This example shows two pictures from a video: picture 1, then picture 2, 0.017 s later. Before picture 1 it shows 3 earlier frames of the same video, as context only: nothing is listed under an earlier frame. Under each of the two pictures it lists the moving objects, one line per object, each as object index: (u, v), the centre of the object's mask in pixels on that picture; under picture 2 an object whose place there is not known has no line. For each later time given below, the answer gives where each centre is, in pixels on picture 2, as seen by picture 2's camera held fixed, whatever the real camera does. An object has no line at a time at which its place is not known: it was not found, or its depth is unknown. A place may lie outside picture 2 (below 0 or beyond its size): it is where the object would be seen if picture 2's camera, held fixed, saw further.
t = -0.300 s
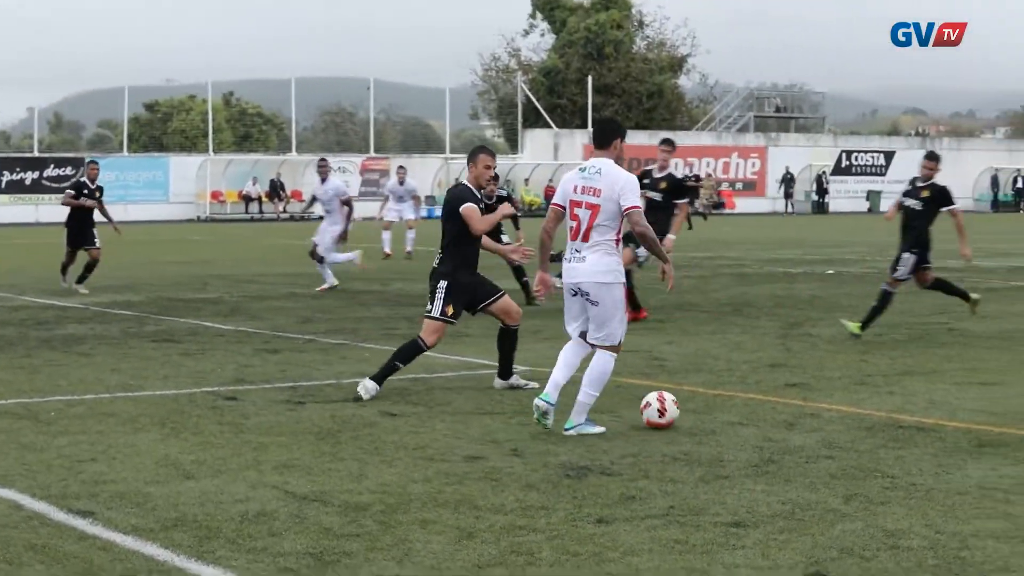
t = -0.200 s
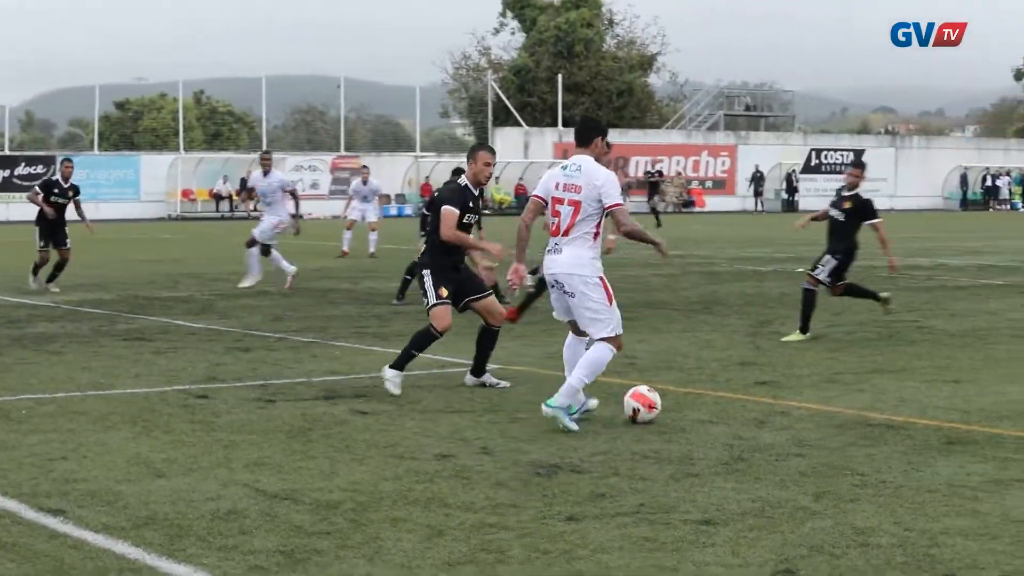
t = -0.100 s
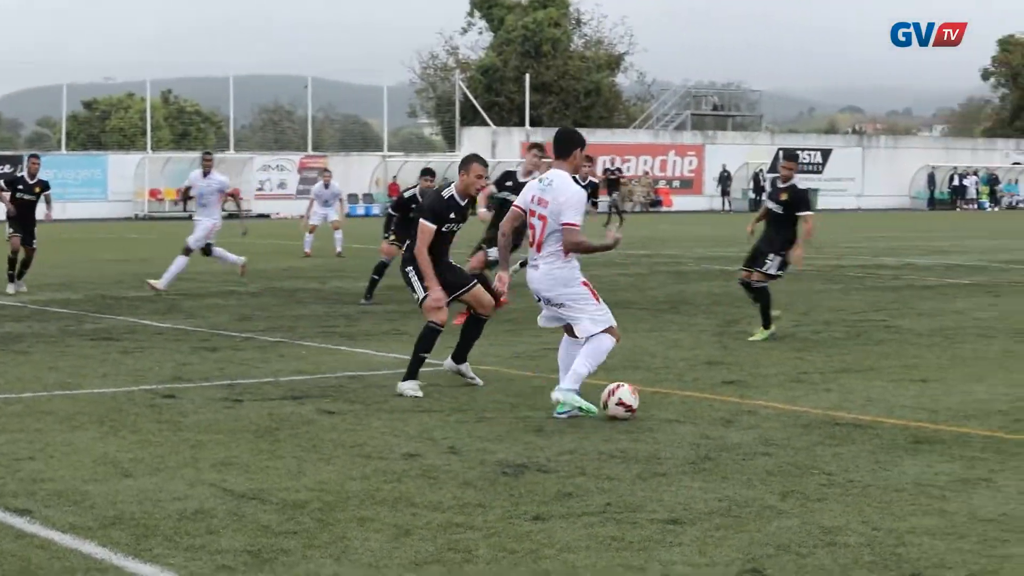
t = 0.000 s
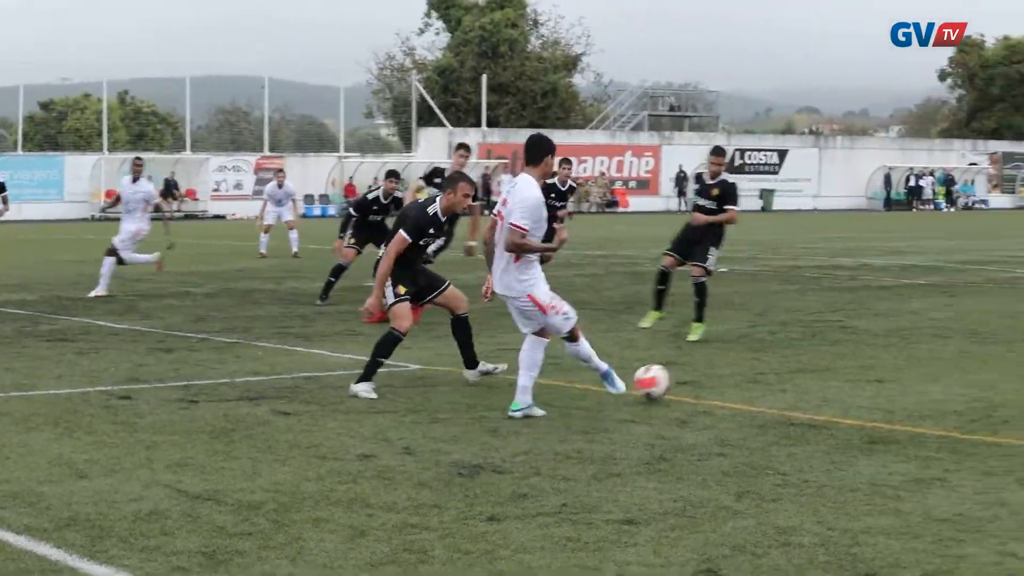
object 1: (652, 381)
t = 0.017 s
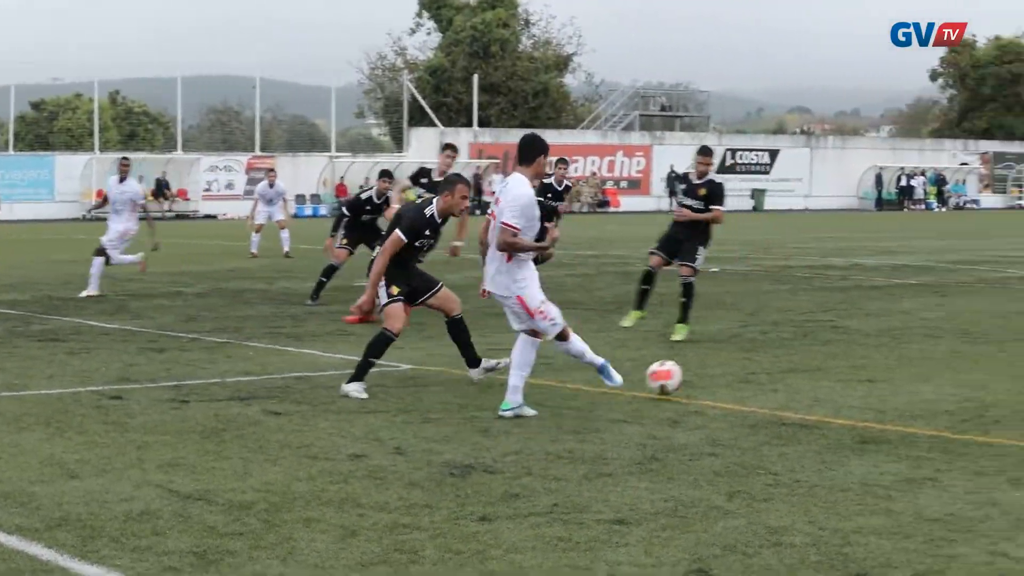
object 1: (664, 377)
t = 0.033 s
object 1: (683, 373)
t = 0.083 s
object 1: (734, 365)
